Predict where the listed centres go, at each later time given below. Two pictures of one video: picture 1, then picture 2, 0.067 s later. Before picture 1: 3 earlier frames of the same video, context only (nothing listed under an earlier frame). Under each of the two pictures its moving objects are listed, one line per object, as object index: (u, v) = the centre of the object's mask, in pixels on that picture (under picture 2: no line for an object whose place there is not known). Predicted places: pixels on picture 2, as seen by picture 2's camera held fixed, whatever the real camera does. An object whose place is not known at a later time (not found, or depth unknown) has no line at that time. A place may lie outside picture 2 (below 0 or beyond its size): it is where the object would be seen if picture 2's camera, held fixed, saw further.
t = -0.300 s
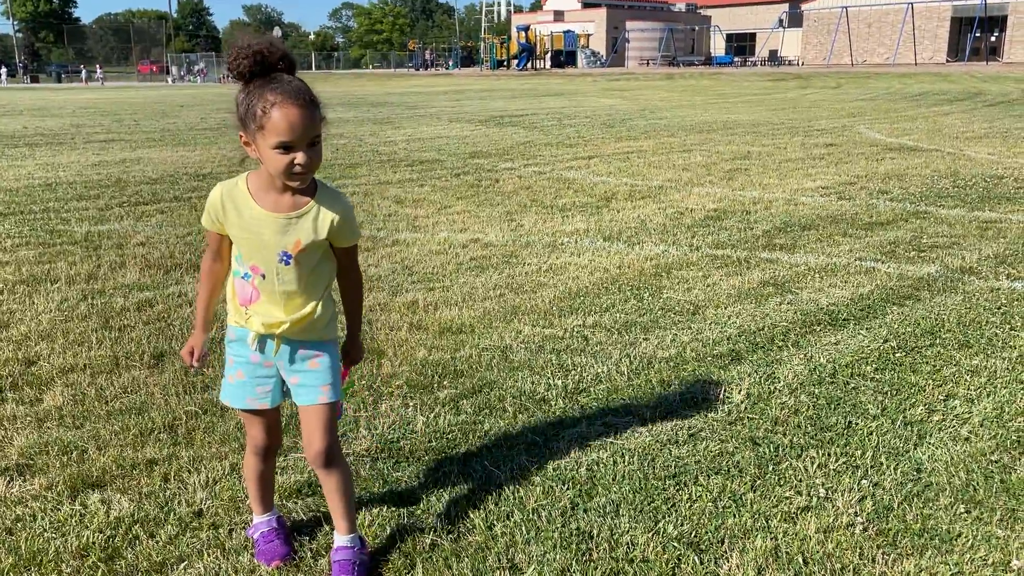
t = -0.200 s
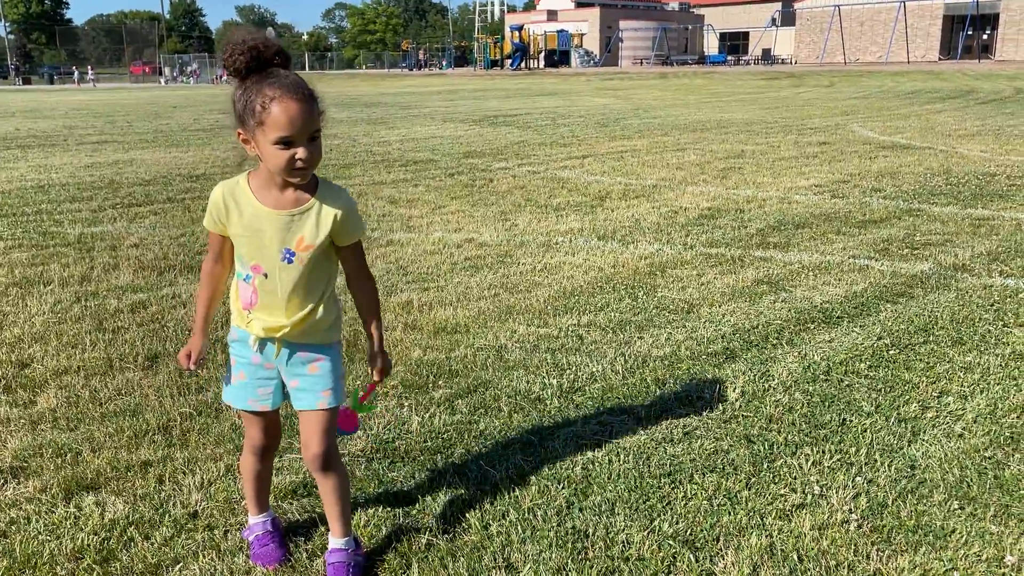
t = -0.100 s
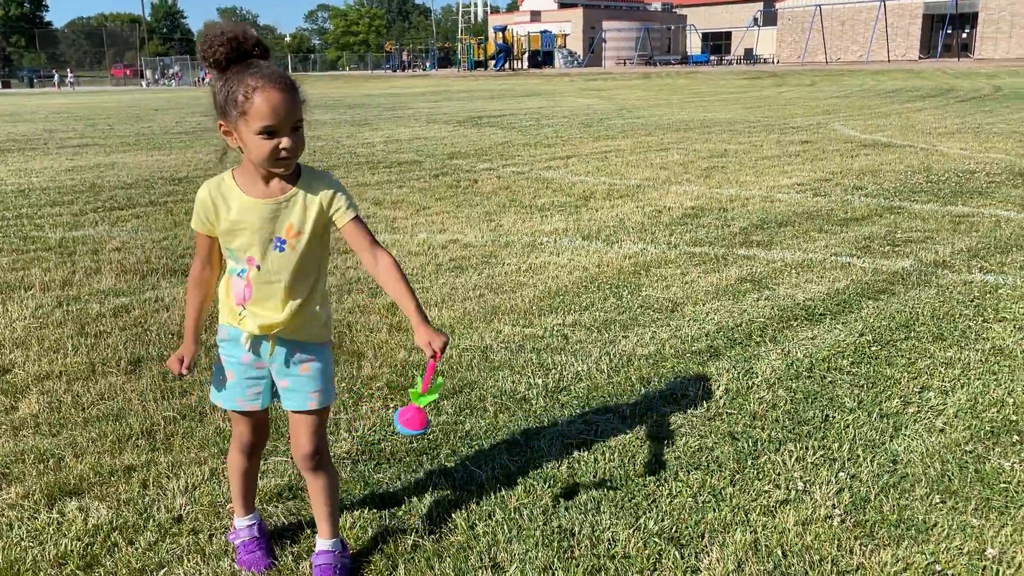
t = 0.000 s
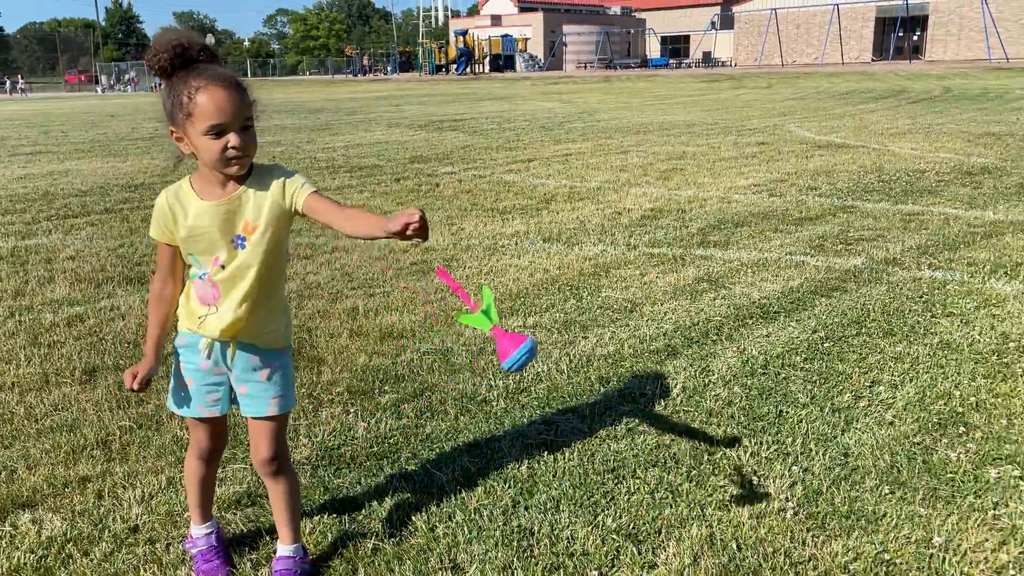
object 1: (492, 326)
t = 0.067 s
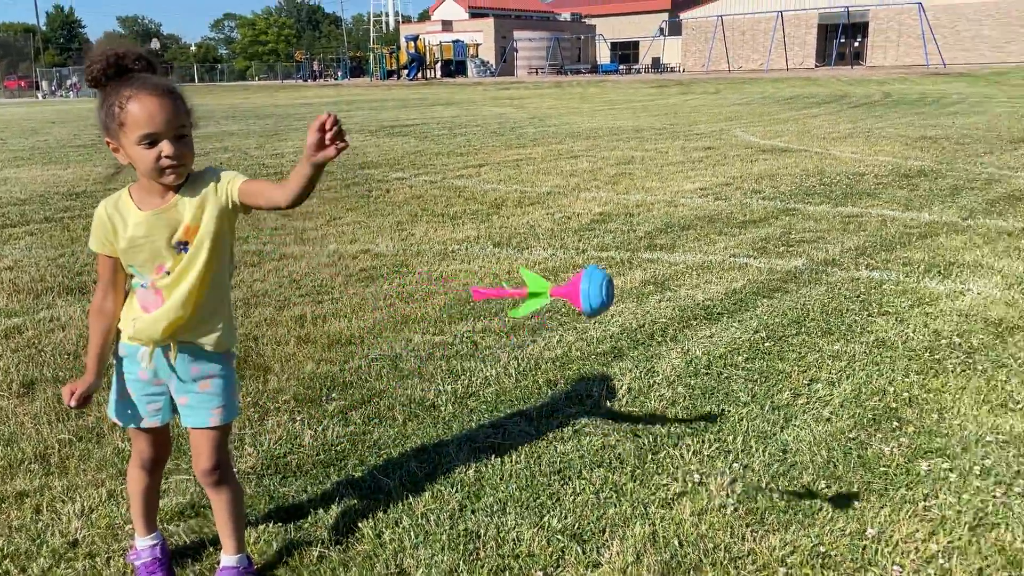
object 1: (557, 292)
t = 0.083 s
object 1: (595, 285)
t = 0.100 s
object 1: (638, 278)
